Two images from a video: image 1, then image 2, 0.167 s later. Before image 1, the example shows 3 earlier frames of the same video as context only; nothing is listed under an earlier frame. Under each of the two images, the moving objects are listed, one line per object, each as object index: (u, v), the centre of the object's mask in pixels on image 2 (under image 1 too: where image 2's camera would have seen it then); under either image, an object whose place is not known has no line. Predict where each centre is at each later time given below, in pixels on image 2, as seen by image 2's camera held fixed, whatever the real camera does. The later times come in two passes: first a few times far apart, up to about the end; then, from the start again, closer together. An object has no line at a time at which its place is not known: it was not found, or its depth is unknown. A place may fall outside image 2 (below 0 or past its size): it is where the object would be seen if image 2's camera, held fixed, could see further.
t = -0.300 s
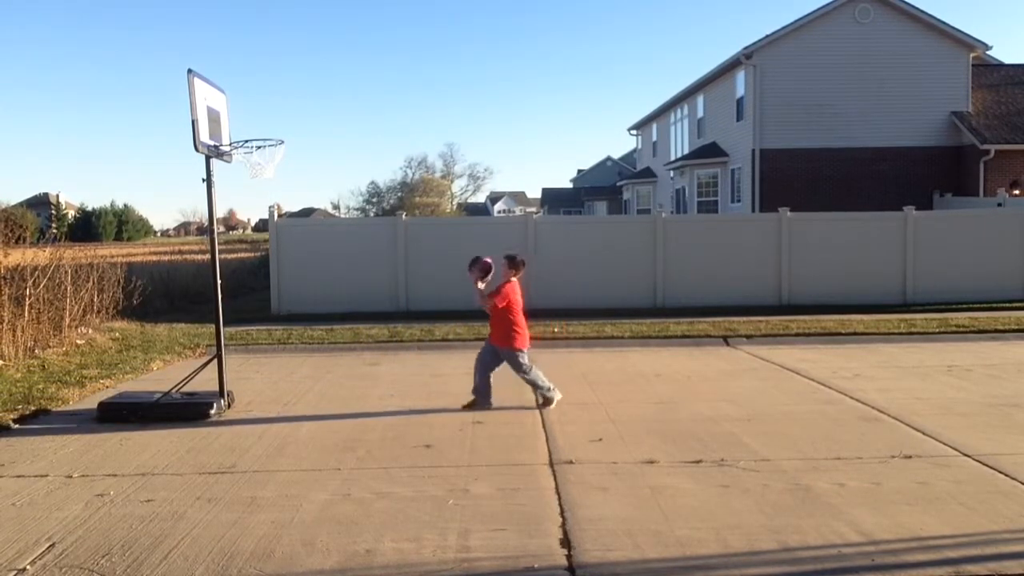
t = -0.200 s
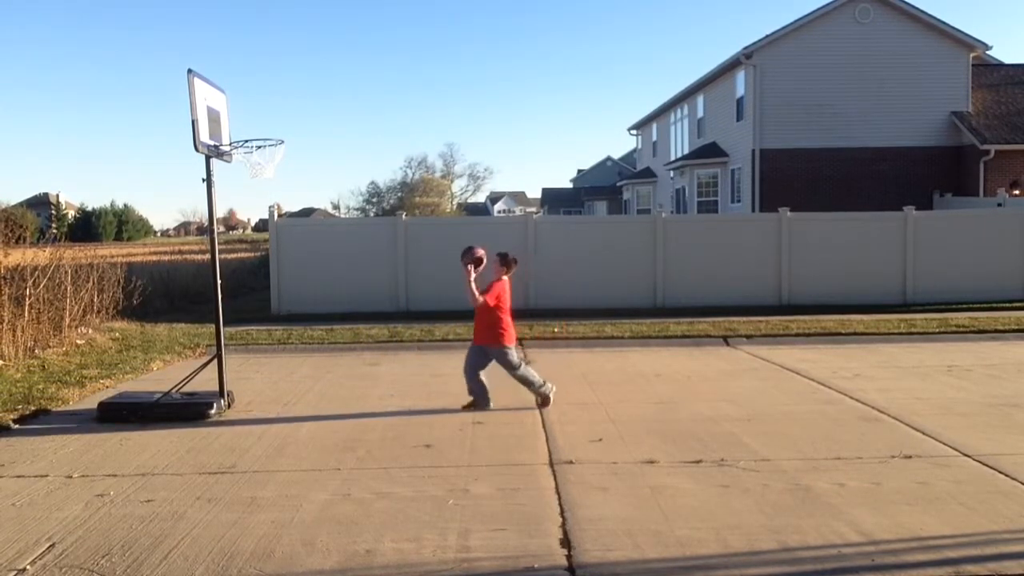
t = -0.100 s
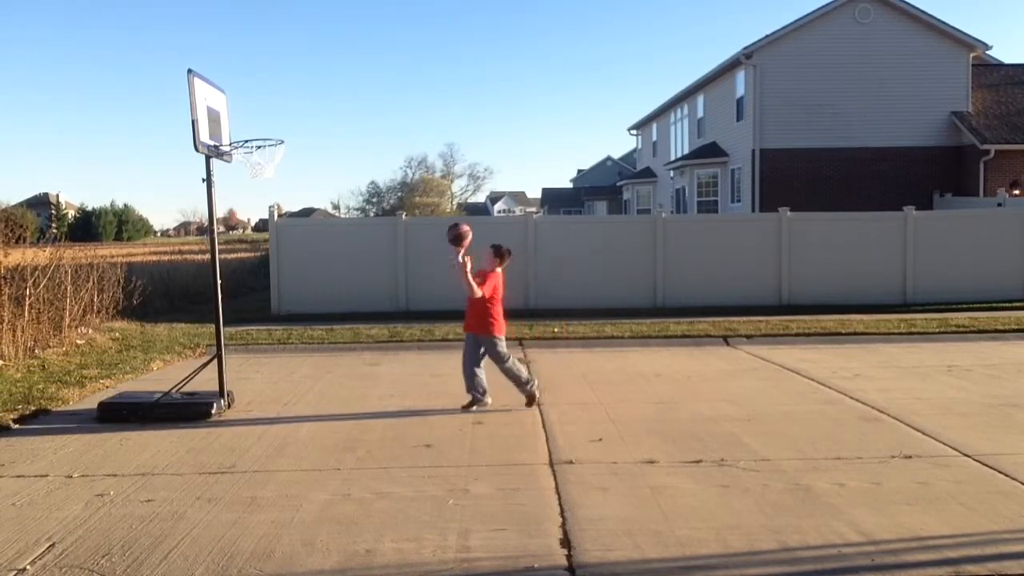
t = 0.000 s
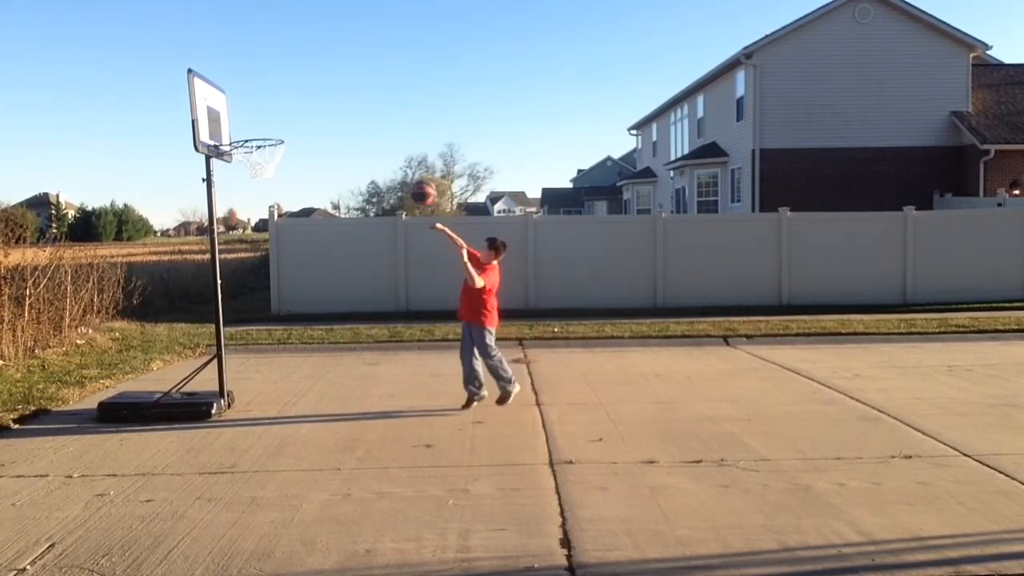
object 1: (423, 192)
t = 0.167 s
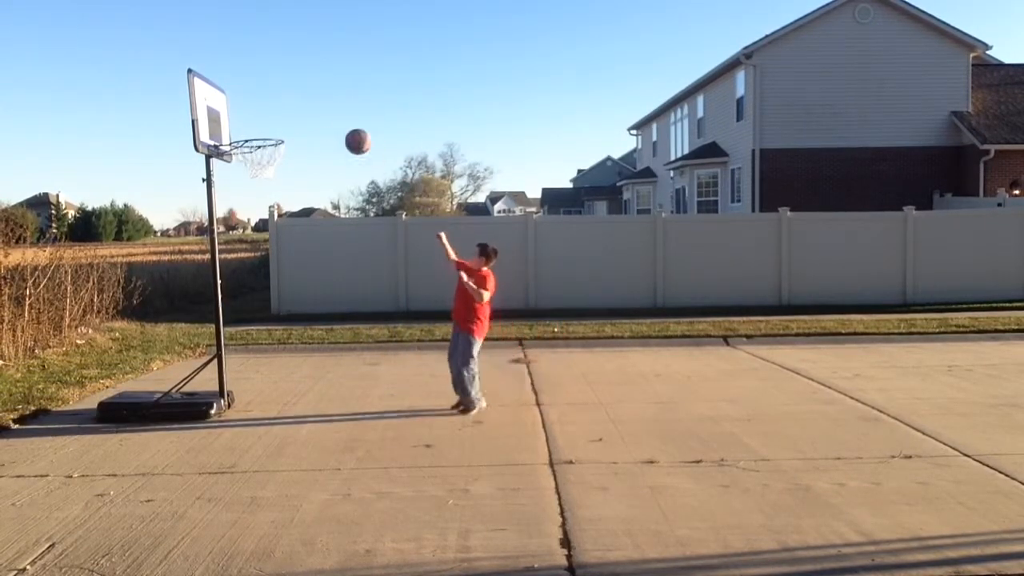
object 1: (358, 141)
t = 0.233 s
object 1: (331, 129)
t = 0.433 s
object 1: (254, 121)
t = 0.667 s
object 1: (261, 137)
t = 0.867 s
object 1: (255, 162)
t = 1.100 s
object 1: (250, 177)
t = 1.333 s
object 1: (256, 232)
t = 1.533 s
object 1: (264, 327)
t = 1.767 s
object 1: (273, 355)
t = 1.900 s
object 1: (281, 312)
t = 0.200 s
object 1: (345, 135)
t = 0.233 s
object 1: (331, 129)
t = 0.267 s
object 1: (319, 125)
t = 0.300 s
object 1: (306, 122)
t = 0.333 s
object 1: (293, 119)
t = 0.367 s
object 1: (280, 119)
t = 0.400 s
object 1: (268, 119)
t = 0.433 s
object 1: (254, 121)
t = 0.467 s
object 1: (242, 124)
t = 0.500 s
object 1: (230, 128)
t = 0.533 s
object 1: (231, 131)
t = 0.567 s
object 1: (238, 130)
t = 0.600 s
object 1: (245, 131)
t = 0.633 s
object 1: (253, 133)
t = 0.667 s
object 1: (261, 137)
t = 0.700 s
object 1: (268, 141)
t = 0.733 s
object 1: (268, 143)
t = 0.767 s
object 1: (264, 146)
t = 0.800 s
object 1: (261, 150)
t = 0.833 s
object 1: (258, 156)
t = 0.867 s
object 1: (255, 162)
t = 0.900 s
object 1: (252, 167)
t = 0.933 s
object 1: (249, 171)
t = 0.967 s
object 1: (249, 171)
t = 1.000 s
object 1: (249, 171)
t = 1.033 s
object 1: (249, 172)
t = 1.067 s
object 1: (249, 174)
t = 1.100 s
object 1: (250, 177)
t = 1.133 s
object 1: (251, 182)
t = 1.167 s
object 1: (251, 187)
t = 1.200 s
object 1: (252, 194)
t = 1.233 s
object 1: (253, 202)
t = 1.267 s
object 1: (254, 211)
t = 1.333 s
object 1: (256, 232)
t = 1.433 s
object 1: (259, 275)
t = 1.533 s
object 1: (264, 327)
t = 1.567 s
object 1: (265, 346)
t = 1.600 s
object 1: (266, 368)
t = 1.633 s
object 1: (268, 390)
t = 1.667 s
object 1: (269, 398)
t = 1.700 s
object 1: (270, 382)
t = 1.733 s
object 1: (272, 367)
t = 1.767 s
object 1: (273, 355)
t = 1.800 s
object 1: (275, 342)
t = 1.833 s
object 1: (277, 332)
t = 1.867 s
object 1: (281, 322)
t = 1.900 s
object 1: (281, 312)
